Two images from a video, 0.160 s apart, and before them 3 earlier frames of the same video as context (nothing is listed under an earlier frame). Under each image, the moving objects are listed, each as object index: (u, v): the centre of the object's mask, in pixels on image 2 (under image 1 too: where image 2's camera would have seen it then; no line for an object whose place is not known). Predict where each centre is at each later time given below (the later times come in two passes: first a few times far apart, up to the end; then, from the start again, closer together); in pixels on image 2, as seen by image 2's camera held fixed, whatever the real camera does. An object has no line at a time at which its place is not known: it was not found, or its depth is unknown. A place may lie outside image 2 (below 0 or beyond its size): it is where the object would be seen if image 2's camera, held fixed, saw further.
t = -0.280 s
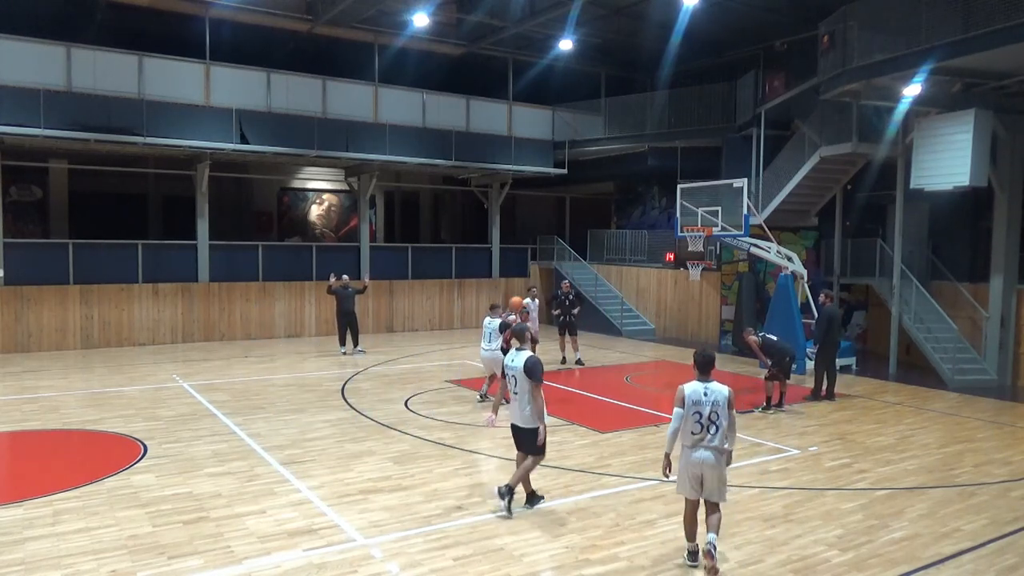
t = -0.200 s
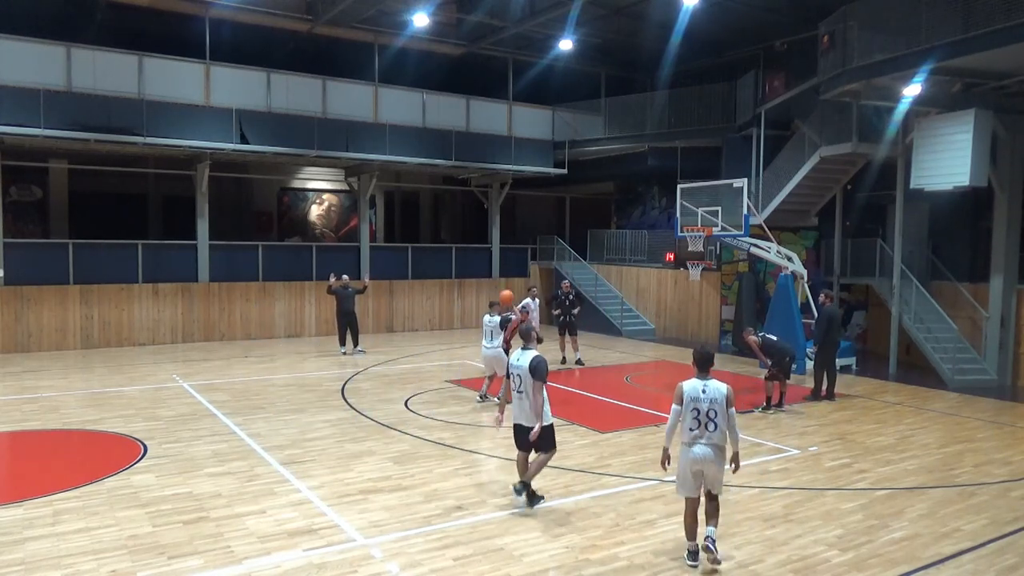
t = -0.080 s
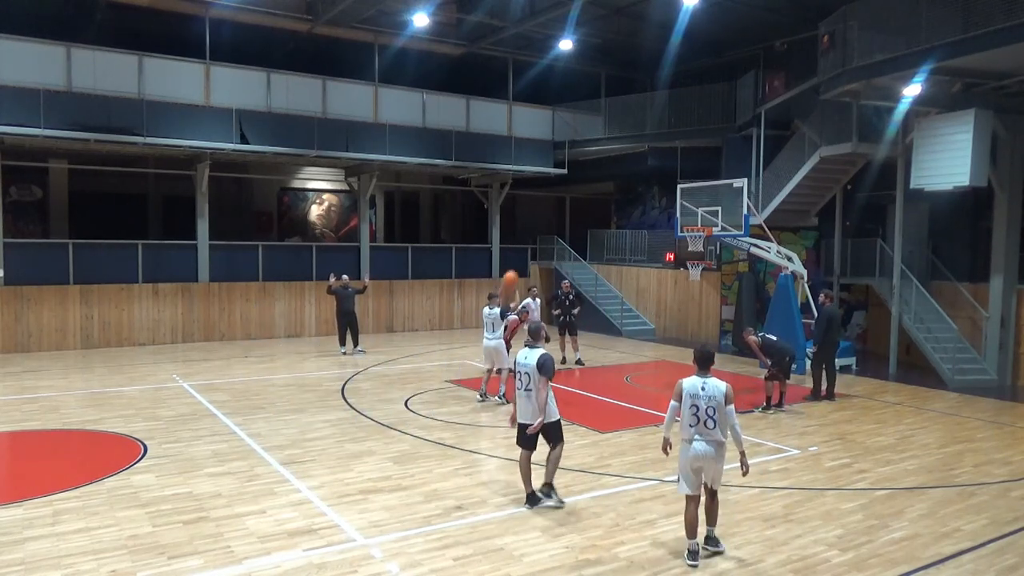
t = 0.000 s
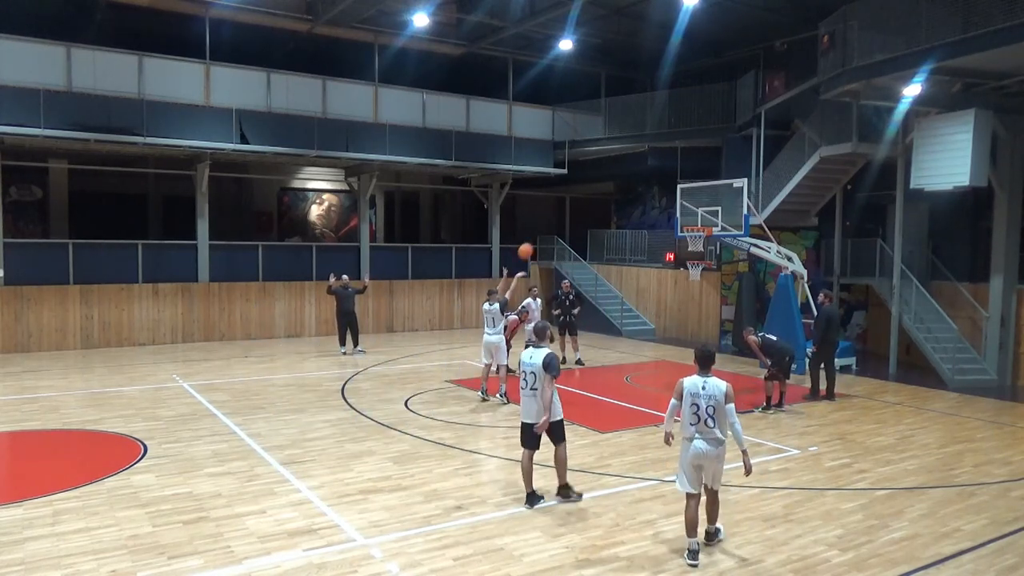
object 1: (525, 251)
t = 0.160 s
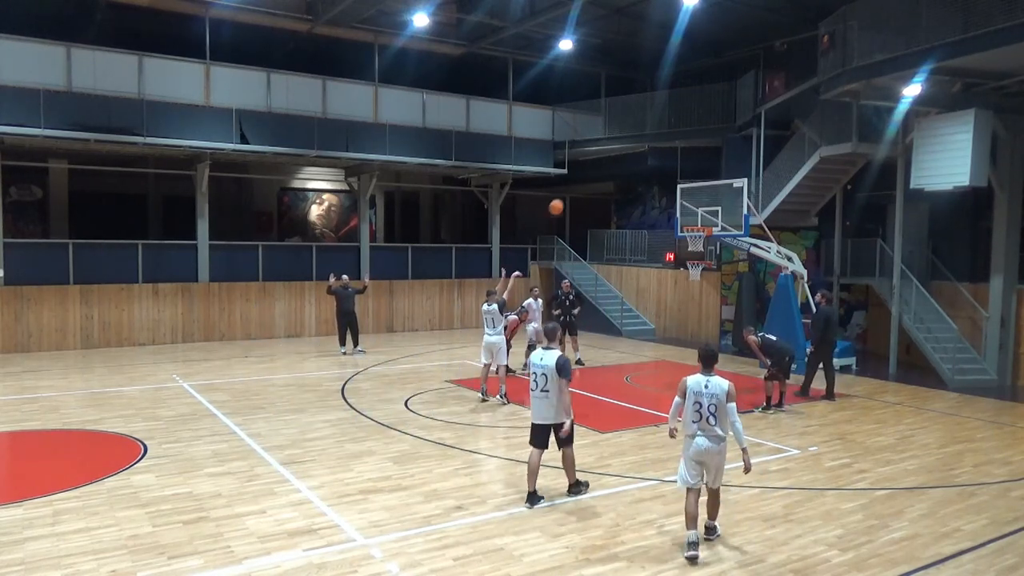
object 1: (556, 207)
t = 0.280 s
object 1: (578, 184)
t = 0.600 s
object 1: (632, 165)
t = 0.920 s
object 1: (679, 198)
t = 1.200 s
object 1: (705, 241)
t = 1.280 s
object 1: (703, 244)
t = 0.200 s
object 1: (563, 198)
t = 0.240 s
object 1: (571, 191)
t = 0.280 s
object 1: (578, 184)
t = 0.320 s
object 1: (585, 179)
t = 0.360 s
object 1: (592, 174)
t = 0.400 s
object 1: (599, 171)
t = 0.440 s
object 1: (606, 168)
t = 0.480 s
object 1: (612, 166)
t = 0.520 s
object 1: (619, 165)
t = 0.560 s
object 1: (625, 165)
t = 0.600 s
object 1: (632, 165)
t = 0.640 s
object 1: (638, 167)
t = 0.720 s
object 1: (650, 172)
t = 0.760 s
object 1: (656, 176)
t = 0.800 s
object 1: (662, 181)
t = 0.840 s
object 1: (668, 186)
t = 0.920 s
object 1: (679, 198)
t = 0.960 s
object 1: (685, 206)
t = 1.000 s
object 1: (689, 213)
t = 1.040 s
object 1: (696, 222)
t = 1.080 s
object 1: (700, 233)
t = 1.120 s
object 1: (704, 240)
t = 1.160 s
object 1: (705, 240)
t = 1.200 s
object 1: (705, 241)
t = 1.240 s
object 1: (704, 242)
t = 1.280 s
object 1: (703, 244)
